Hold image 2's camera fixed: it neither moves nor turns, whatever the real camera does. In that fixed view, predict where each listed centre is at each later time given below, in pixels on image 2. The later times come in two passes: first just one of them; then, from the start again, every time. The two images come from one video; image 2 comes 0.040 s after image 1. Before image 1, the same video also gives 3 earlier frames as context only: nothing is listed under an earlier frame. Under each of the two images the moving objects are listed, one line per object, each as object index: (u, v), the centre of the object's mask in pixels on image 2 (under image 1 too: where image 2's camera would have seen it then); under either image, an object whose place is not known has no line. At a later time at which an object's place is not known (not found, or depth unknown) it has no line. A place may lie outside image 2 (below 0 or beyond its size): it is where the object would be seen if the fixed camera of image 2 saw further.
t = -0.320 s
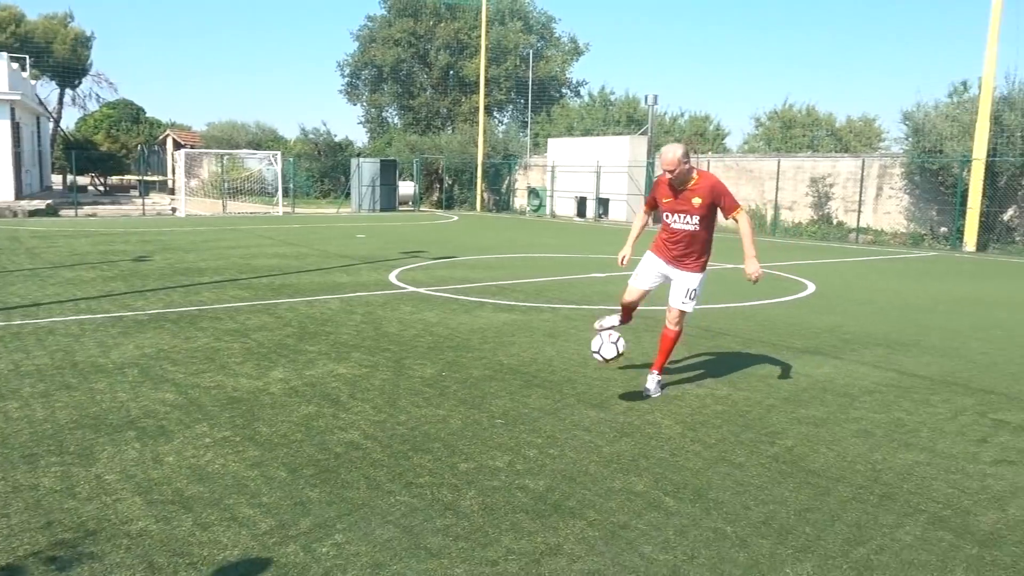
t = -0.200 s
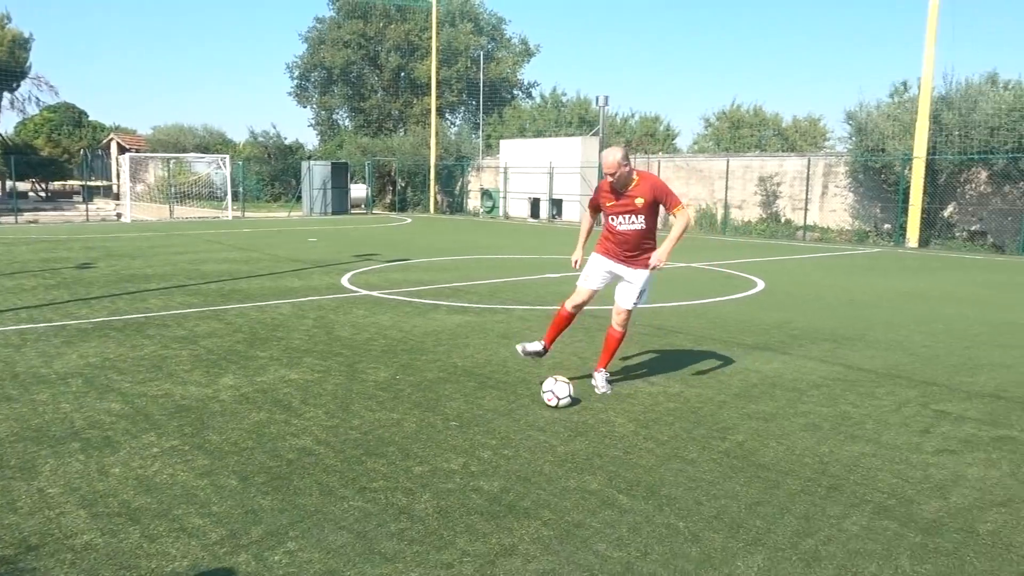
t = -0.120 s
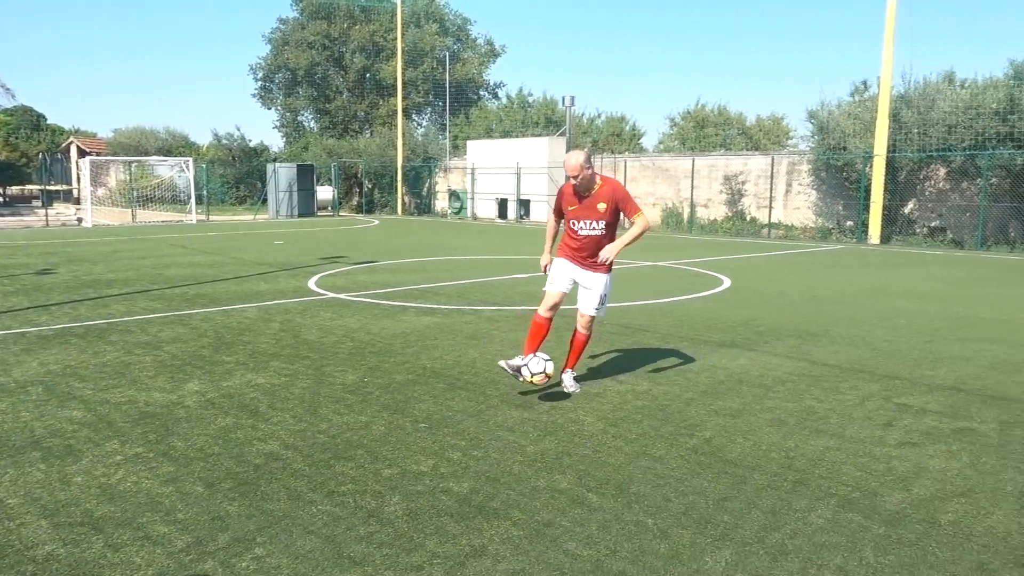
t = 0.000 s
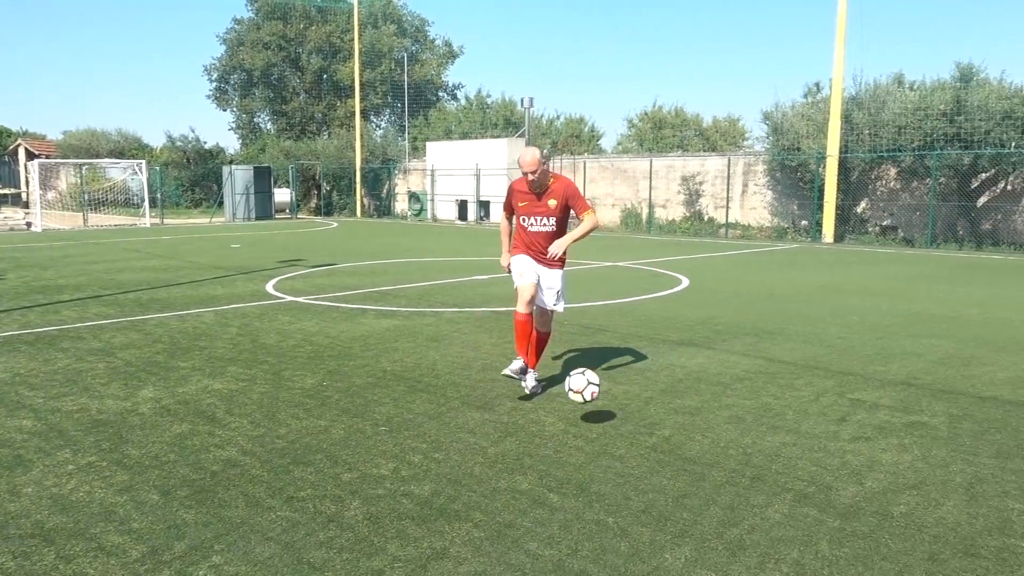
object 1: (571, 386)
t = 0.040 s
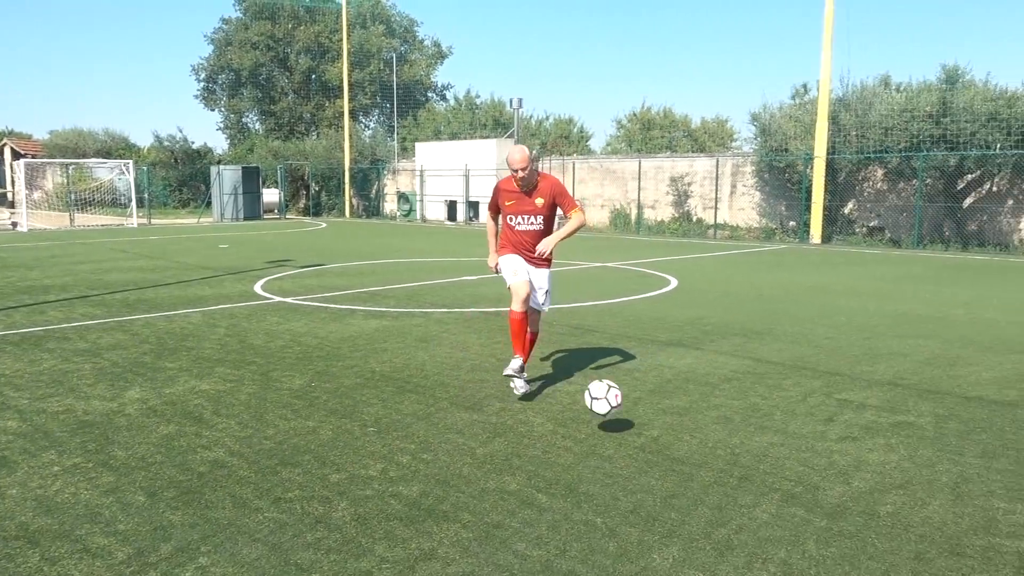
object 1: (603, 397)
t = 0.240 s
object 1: (760, 438)
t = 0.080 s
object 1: (637, 412)
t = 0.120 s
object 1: (673, 431)
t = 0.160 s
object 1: (705, 440)
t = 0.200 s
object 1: (731, 438)
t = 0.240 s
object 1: (760, 438)
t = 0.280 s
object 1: (789, 442)
